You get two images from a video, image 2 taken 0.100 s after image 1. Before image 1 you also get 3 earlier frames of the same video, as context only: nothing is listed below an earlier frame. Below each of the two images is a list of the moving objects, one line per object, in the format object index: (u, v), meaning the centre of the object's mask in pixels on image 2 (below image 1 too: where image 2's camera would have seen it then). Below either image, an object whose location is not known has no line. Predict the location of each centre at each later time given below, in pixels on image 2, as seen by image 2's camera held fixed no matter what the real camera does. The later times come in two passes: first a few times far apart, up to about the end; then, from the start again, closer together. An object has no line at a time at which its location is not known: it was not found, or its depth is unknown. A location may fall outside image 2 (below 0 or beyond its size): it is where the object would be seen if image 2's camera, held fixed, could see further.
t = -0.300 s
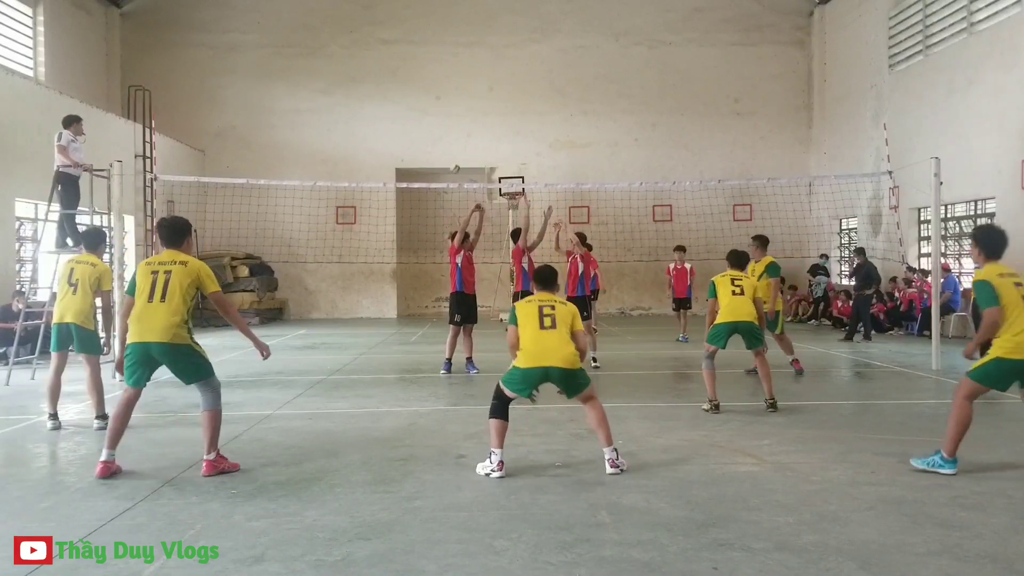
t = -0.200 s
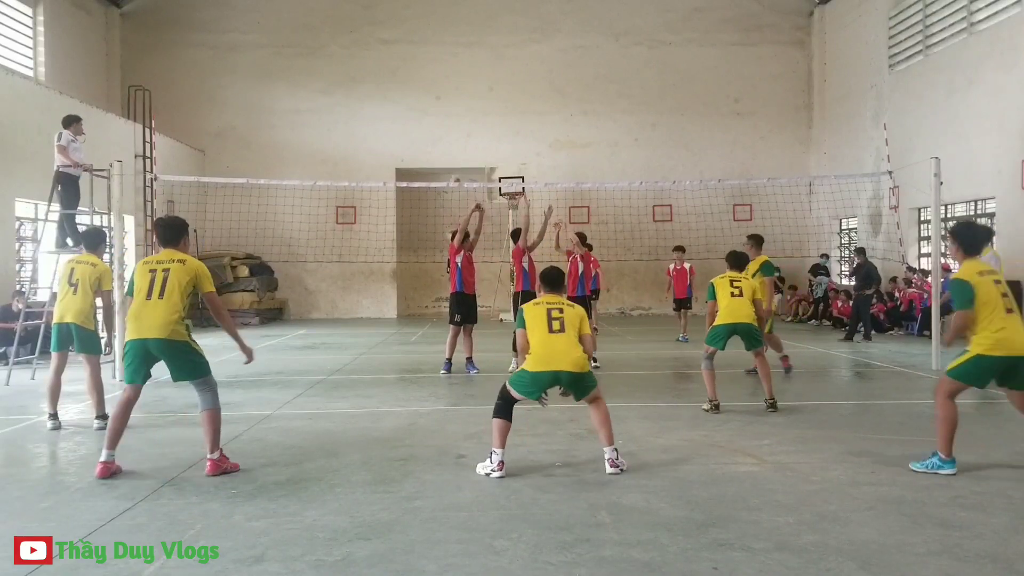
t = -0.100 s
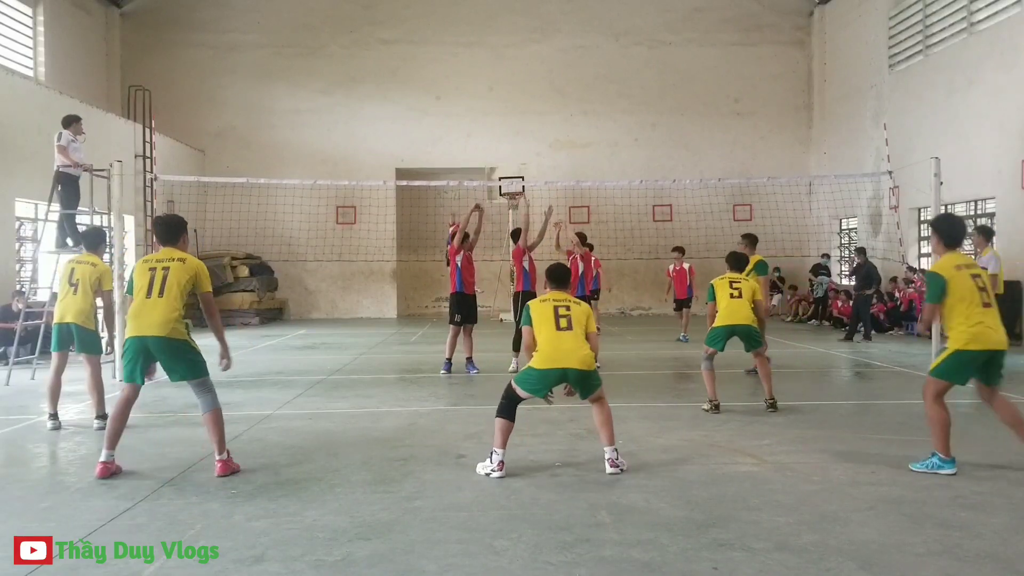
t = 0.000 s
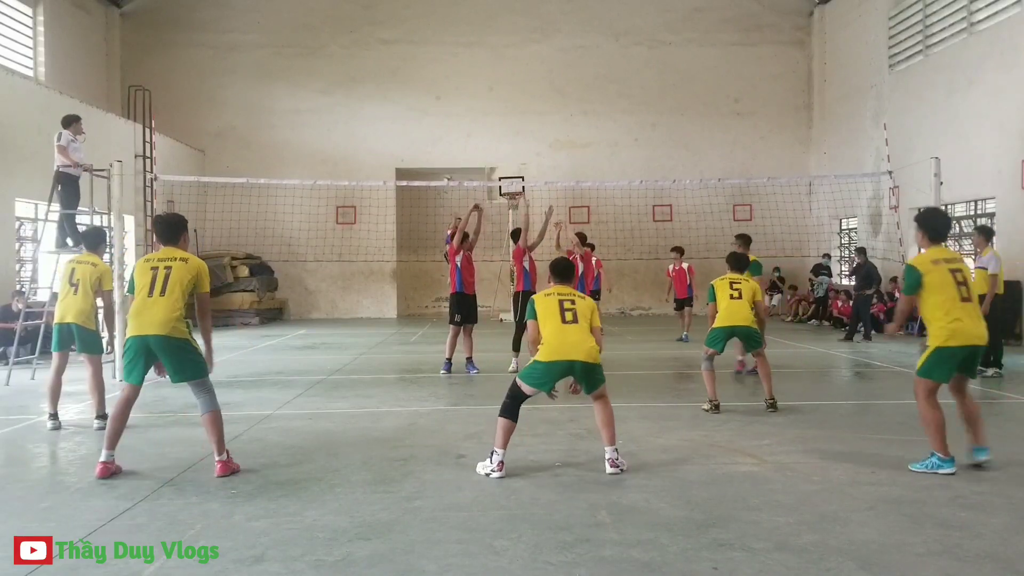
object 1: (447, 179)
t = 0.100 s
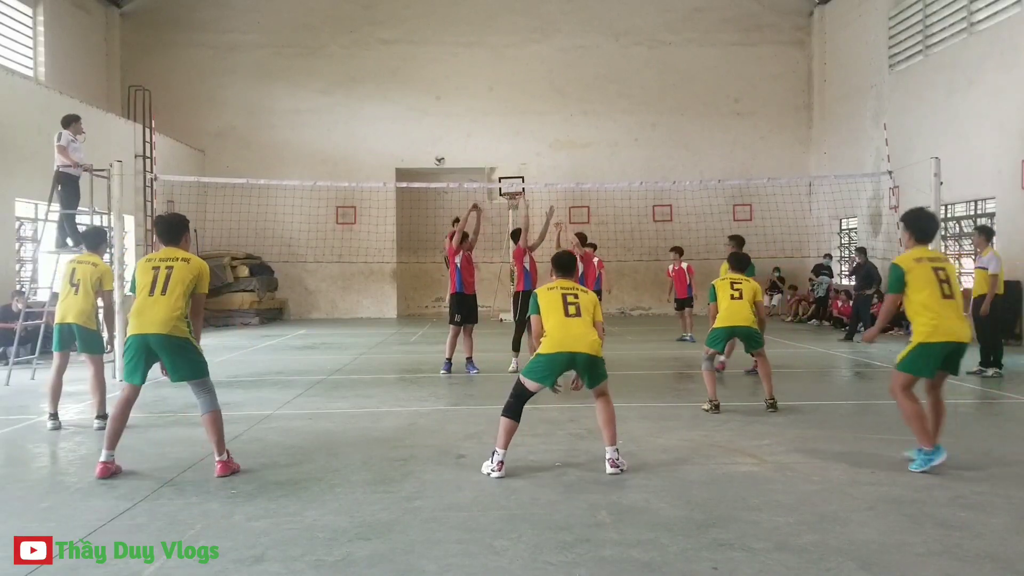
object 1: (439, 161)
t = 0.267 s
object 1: (421, 138)
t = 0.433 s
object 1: (398, 135)
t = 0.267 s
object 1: (421, 138)
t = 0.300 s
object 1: (417, 136)
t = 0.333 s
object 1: (413, 134)
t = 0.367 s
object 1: (409, 133)
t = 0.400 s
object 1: (403, 134)
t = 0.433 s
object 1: (398, 135)
